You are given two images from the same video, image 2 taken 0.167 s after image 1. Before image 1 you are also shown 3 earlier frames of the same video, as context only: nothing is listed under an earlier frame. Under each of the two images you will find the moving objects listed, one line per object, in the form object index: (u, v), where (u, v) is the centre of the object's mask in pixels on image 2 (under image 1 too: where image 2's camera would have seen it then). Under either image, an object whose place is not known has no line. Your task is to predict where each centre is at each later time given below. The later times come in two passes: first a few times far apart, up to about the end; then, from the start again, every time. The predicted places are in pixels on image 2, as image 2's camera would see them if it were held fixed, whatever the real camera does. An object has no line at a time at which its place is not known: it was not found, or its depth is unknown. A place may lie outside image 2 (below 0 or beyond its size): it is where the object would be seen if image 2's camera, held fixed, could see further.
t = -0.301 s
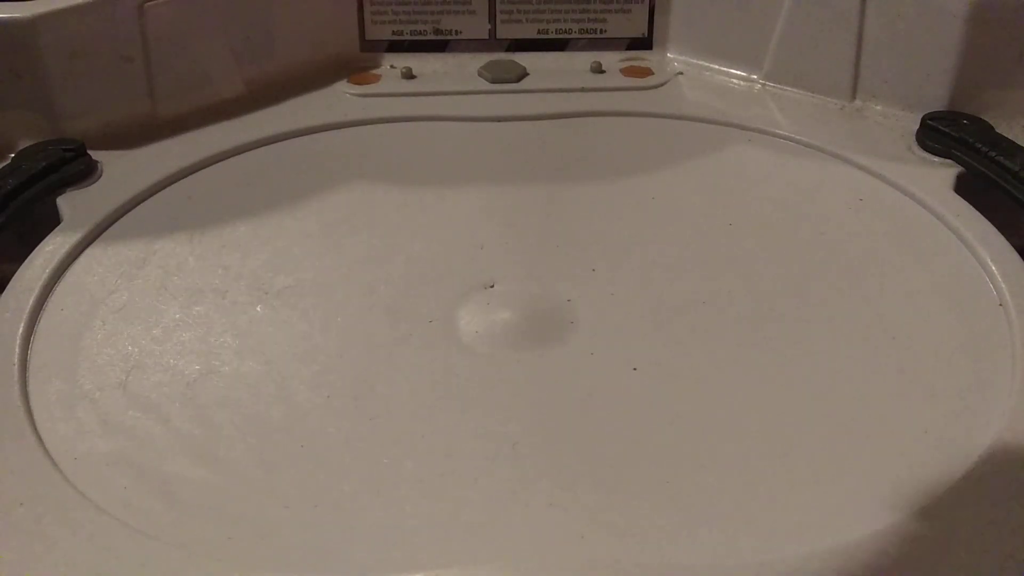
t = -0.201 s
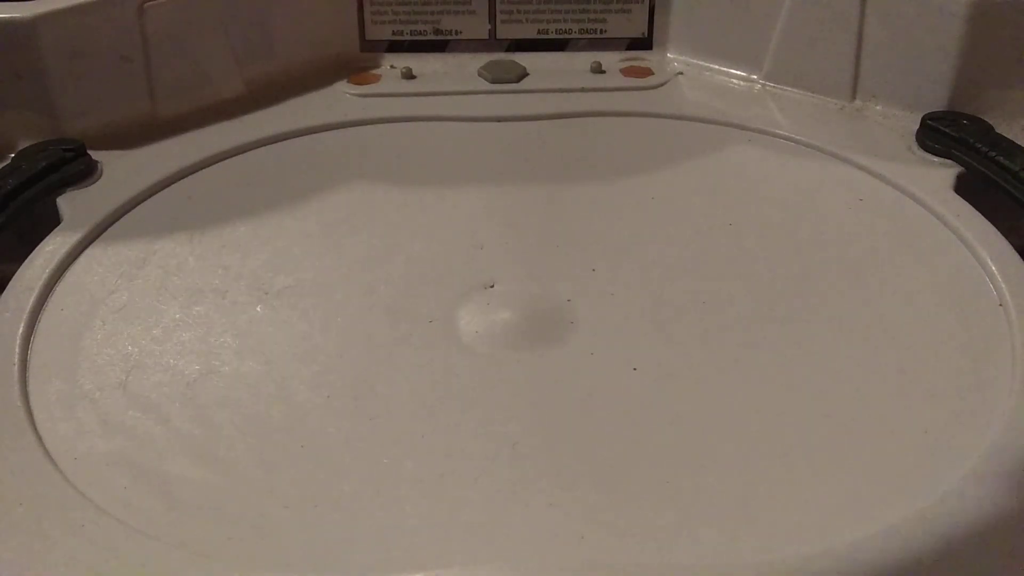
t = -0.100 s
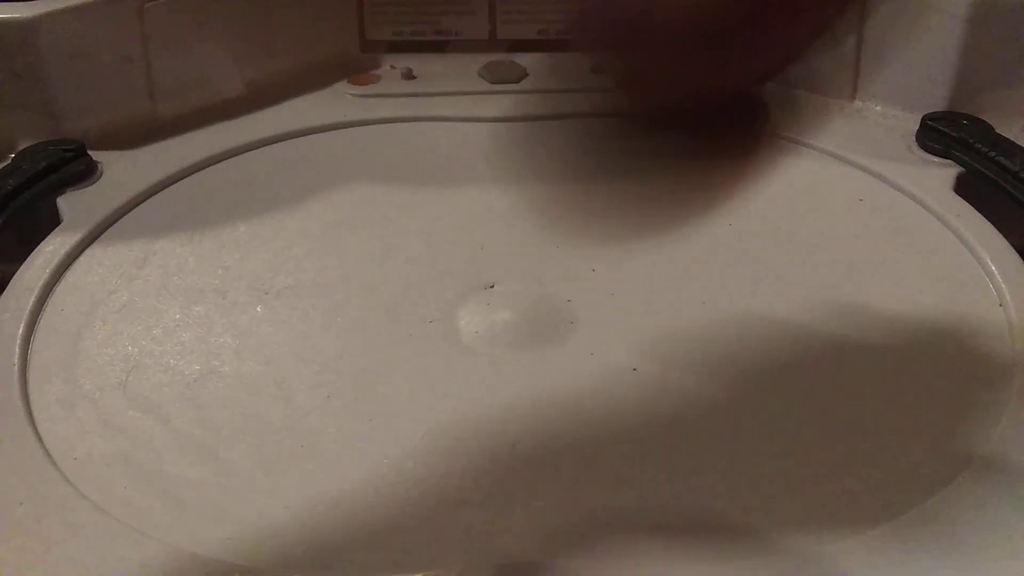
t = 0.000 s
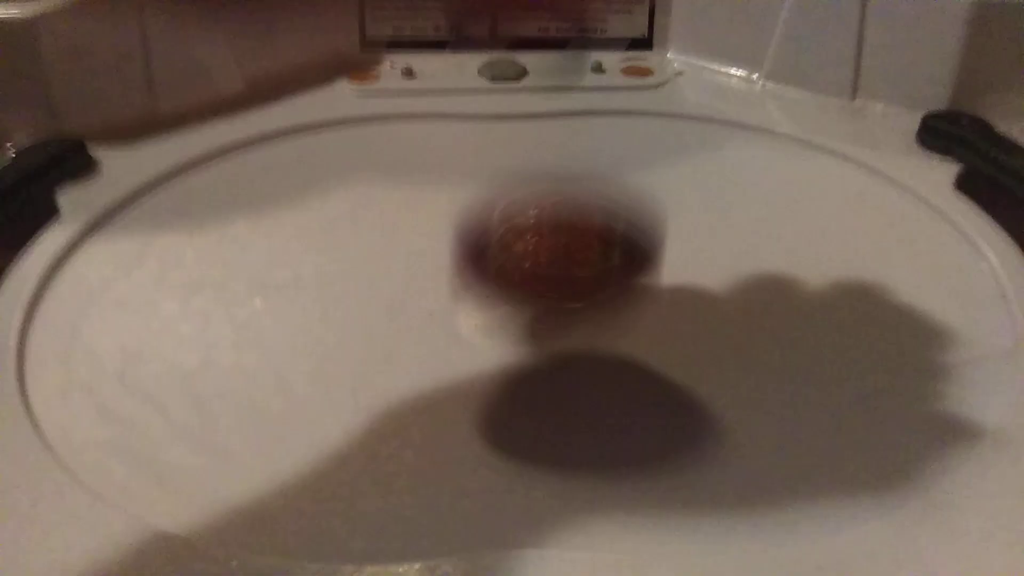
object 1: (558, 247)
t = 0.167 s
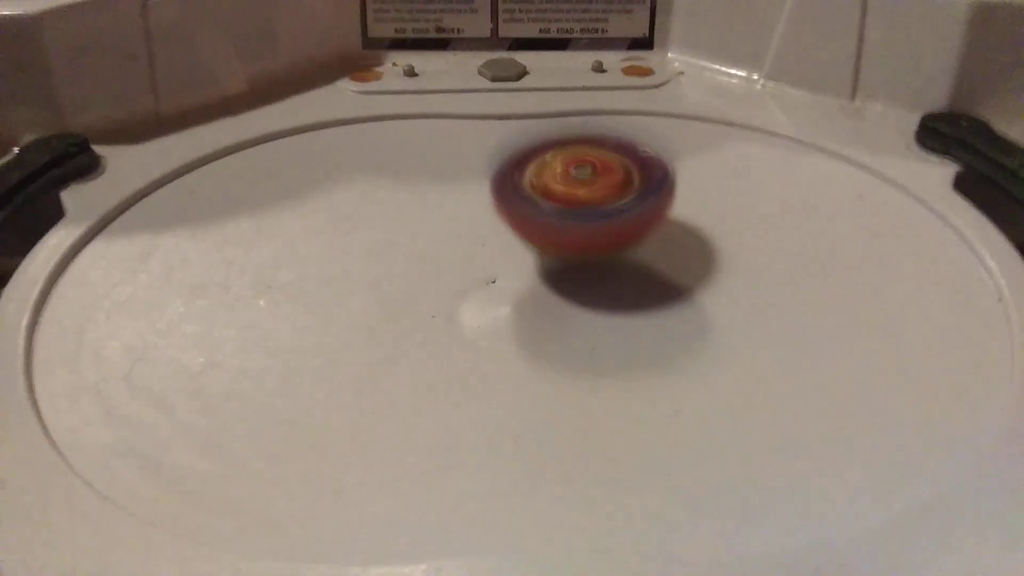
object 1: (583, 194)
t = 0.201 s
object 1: (582, 194)
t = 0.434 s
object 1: (567, 209)
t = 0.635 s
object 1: (590, 232)
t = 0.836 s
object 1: (612, 235)
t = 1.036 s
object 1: (617, 237)
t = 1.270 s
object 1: (608, 245)
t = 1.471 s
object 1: (601, 256)
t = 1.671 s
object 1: (597, 271)
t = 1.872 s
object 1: (591, 282)
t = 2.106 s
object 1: (582, 285)
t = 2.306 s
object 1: (570, 287)
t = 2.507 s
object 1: (552, 281)
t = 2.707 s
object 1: (523, 289)
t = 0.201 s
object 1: (582, 194)
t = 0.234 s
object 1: (579, 193)
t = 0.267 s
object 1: (575, 192)
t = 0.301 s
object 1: (572, 193)
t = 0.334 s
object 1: (569, 196)
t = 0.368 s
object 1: (567, 199)
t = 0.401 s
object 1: (567, 205)
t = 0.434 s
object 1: (567, 209)
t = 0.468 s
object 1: (569, 214)
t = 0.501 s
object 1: (571, 219)
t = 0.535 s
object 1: (575, 223)
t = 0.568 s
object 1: (580, 226)
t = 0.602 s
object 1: (585, 229)
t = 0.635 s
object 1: (590, 232)
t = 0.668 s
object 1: (595, 233)
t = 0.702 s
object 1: (600, 234)
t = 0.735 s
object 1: (604, 235)
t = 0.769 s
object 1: (607, 235)
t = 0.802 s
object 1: (609, 235)
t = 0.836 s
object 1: (612, 235)
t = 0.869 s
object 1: (614, 235)
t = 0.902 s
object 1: (616, 236)
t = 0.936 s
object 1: (617, 236)
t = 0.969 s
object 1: (618, 237)
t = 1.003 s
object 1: (618, 237)
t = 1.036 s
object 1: (617, 237)
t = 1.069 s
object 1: (616, 238)
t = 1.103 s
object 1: (616, 239)
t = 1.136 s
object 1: (614, 240)
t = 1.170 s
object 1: (613, 241)
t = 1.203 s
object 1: (612, 242)
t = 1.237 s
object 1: (610, 243)
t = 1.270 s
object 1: (608, 245)
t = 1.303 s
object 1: (607, 247)
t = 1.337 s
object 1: (605, 248)
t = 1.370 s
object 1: (603, 250)
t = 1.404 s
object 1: (602, 252)
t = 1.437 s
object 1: (601, 254)
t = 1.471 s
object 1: (601, 256)
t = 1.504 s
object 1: (600, 259)
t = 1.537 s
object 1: (599, 261)
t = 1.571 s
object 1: (599, 264)
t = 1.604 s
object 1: (598, 266)
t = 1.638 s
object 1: (598, 268)
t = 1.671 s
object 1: (597, 271)
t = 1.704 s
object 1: (597, 273)
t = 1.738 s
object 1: (595, 275)
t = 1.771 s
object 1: (595, 278)
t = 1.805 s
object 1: (593, 279)
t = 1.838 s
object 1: (591, 280)
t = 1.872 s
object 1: (591, 282)
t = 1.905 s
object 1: (589, 283)
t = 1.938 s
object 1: (589, 283)
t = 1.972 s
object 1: (587, 283)
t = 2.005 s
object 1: (586, 284)
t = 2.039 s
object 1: (585, 284)
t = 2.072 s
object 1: (583, 284)
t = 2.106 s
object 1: (582, 285)
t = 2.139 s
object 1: (580, 285)
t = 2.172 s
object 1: (579, 286)
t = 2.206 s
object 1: (577, 286)
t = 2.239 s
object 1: (575, 286)
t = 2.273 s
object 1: (573, 286)
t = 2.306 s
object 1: (570, 287)
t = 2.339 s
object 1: (567, 286)
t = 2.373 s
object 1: (565, 285)
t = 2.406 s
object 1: (563, 284)
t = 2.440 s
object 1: (560, 282)
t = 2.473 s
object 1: (556, 281)
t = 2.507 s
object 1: (552, 281)
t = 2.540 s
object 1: (548, 282)
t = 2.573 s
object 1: (543, 285)
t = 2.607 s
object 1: (537, 287)
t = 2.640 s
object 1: (532, 289)
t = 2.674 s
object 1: (527, 290)
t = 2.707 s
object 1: (523, 289)
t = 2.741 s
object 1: (520, 288)
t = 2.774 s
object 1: (516, 287)
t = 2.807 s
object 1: (511, 287)
